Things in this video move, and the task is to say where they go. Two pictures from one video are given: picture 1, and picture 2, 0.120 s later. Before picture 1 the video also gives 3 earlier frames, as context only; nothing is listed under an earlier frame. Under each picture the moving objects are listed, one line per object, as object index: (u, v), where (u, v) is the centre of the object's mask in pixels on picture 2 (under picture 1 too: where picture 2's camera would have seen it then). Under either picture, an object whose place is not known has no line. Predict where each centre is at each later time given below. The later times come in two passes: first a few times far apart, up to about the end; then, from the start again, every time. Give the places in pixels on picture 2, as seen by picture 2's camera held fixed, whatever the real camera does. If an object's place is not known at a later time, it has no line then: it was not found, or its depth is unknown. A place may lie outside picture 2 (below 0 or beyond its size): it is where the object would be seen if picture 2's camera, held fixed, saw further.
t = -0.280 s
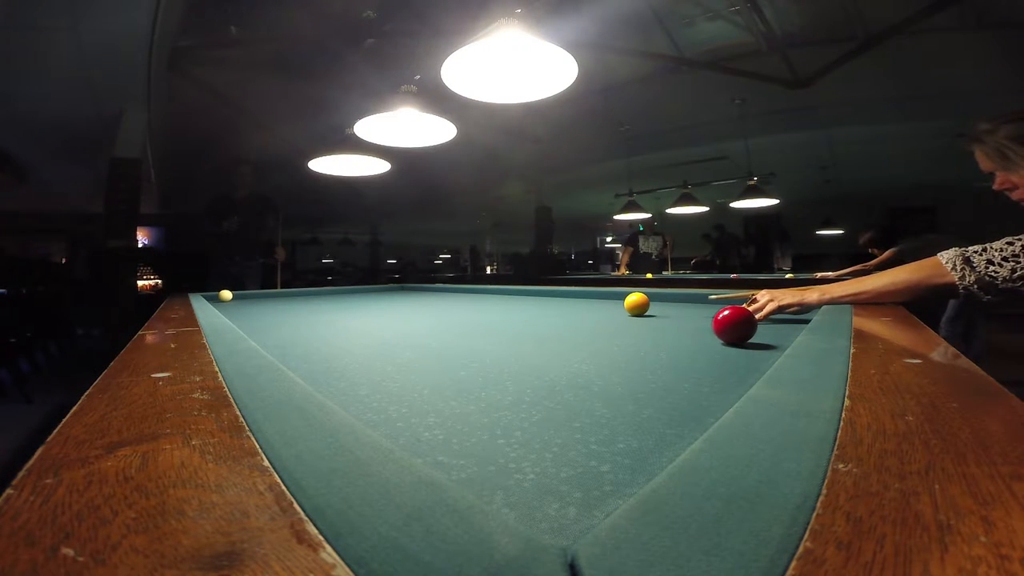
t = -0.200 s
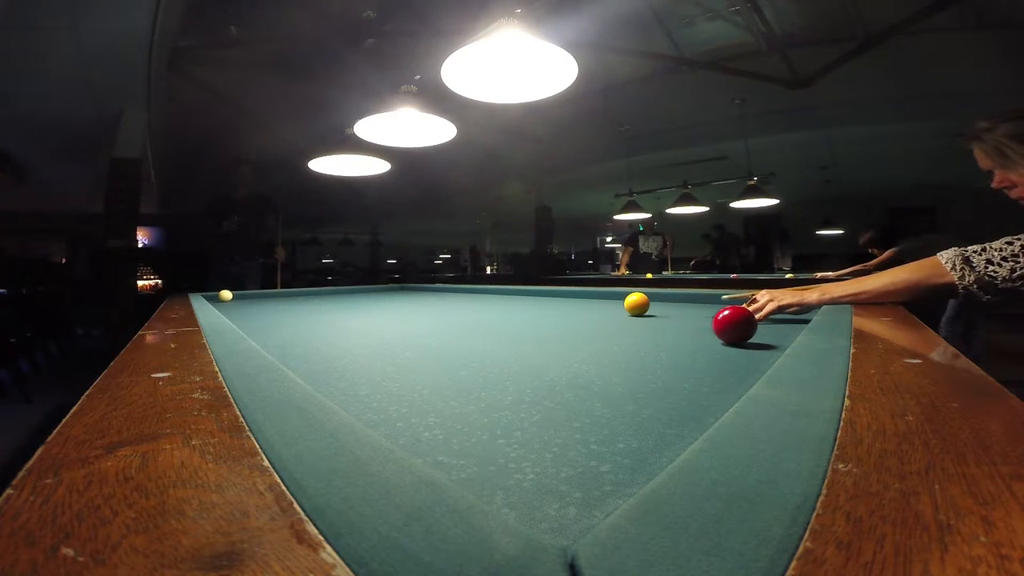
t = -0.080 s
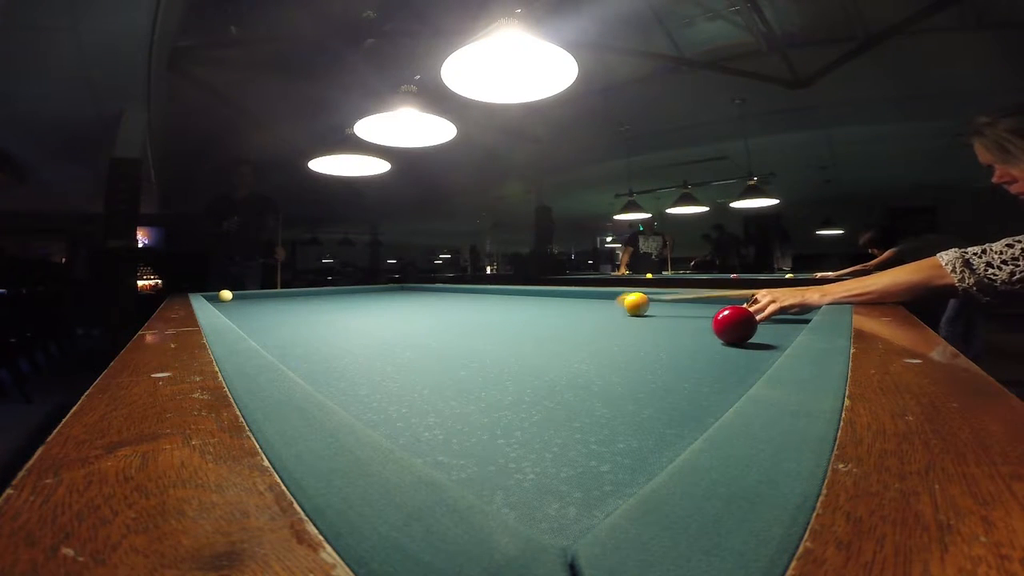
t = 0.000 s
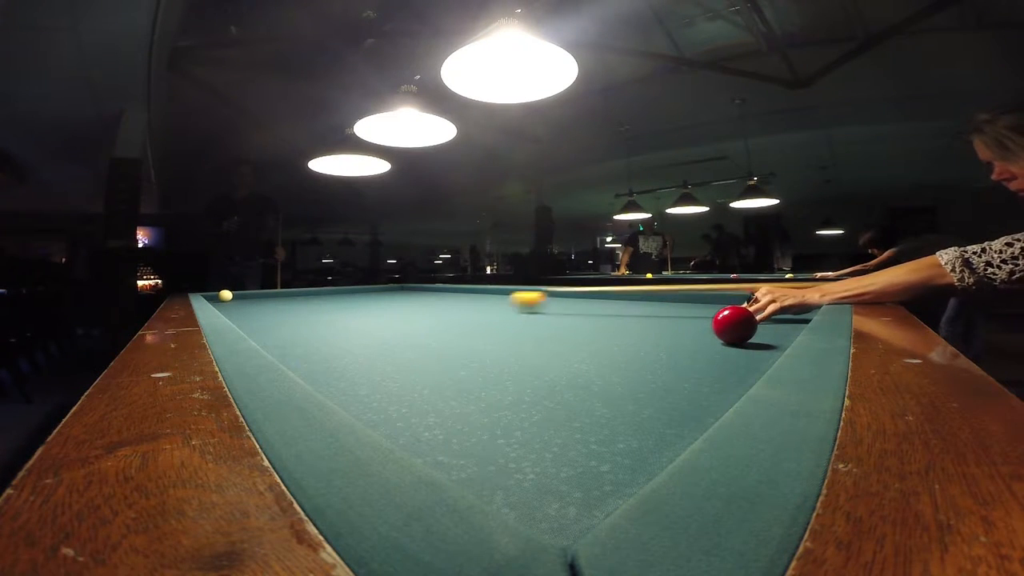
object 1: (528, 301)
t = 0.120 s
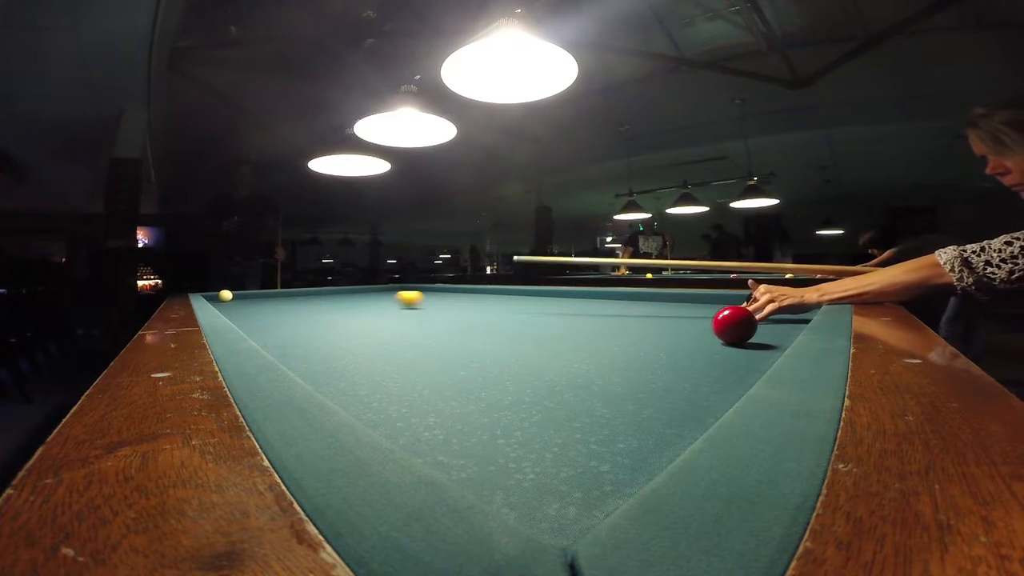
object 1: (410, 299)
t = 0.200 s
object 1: (352, 297)
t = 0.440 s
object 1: (241, 295)
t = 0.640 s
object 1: (274, 294)
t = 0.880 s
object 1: (336, 296)
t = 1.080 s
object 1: (391, 298)
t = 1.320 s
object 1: (476, 300)
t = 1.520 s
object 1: (570, 302)
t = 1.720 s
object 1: (697, 305)
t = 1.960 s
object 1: (761, 304)
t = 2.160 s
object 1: (694, 301)
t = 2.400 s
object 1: (634, 298)
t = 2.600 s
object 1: (596, 296)
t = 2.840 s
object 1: (559, 294)
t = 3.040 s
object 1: (534, 292)
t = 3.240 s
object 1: (514, 291)
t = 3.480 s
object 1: (493, 290)
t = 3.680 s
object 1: (478, 289)
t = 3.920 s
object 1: (463, 288)
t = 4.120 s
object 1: (451, 288)
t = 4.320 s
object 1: (437, 288)
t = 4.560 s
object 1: (423, 287)
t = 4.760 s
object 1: (411, 287)
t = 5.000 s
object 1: (399, 287)
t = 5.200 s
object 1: (391, 287)
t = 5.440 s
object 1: (393, 287)
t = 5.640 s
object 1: (396, 287)
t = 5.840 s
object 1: (398, 287)
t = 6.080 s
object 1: (401, 288)
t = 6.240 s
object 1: (403, 288)
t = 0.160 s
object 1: (379, 298)
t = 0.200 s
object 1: (352, 297)
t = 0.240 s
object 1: (328, 297)
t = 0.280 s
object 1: (307, 296)
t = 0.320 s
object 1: (287, 296)
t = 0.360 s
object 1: (270, 296)
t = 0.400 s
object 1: (255, 295)
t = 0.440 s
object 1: (241, 295)
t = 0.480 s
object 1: (240, 294)
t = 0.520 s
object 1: (245, 294)
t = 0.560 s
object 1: (254, 294)
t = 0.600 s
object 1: (263, 295)
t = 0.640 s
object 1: (274, 294)
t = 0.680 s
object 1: (283, 295)
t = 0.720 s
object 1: (294, 295)
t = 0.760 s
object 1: (304, 295)
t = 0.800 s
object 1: (315, 296)
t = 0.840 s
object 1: (325, 295)
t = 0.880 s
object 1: (336, 296)
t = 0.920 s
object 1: (347, 296)
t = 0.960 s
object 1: (357, 296)
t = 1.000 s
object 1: (368, 297)
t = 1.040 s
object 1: (379, 297)
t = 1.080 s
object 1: (391, 298)
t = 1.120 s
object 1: (404, 298)
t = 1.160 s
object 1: (417, 298)
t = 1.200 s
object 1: (431, 298)
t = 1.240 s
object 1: (445, 299)
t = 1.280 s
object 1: (461, 300)
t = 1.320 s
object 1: (476, 300)
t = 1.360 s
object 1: (493, 300)
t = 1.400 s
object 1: (511, 300)
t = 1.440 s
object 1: (529, 301)
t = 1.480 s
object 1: (549, 302)
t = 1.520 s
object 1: (570, 302)
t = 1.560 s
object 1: (593, 302)
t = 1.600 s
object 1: (617, 302)
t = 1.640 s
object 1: (642, 303)
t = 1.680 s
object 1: (669, 304)
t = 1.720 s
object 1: (697, 305)
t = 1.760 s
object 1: (724, 301)
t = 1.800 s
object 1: (757, 304)
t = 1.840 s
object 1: (787, 306)
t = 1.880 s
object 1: (801, 306)
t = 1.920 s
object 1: (780, 305)
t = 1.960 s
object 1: (761, 304)
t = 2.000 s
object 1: (746, 301)
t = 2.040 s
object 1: (729, 300)
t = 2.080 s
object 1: (716, 301)
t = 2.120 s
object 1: (705, 302)
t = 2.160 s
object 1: (694, 301)
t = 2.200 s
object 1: (683, 301)
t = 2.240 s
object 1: (672, 300)
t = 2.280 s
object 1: (662, 299)
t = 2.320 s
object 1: (653, 299)
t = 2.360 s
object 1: (643, 298)
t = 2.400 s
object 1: (634, 298)
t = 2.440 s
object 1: (626, 297)
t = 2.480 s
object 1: (618, 297)
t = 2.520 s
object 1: (610, 297)
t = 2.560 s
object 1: (603, 296)
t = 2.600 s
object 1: (596, 296)
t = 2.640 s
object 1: (589, 295)
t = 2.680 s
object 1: (583, 295)
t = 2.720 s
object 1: (576, 295)
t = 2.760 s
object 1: (570, 294)
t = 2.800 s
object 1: (565, 294)
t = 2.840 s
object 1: (559, 294)
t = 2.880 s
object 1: (554, 293)
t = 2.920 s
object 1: (549, 293)
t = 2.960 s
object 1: (544, 293)
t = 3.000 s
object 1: (539, 292)
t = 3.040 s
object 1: (534, 292)
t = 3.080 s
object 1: (530, 292)
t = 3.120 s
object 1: (526, 292)
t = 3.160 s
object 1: (521, 292)
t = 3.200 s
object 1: (517, 291)
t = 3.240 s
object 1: (514, 291)
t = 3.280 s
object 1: (510, 291)
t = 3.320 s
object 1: (506, 291)
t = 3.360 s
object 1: (503, 291)
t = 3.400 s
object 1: (500, 290)
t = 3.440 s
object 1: (496, 290)
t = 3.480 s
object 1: (493, 290)
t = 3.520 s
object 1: (490, 290)
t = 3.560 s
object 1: (487, 290)
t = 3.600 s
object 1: (484, 289)
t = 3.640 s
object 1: (481, 290)
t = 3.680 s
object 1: (478, 289)
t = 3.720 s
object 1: (475, 289)
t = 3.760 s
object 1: (473, 289)
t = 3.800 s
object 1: (470, 289)
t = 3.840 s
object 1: (467, 289)
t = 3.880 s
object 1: (465, 288)
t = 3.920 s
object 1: (463, 288)
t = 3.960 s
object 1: (460, 288)
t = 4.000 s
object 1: (458, 288)
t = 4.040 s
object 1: (456, 288)
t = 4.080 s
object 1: (453, 288)
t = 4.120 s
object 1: (451, 288)
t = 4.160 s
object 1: (449, 288)
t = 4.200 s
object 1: (446, 288)
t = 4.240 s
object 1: (443, 288)
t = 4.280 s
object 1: (440, 288)
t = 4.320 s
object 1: (437, 288)
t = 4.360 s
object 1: (435, 288)
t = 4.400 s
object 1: (433, 287)
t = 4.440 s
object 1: (430, 288)
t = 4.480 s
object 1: (427, 288)
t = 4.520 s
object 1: (425, 288)
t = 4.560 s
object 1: (423, 287)
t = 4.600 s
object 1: (420, 287)
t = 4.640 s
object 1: (418, 287)
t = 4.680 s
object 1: (416, 287)
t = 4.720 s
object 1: (413, 287)
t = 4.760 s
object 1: (411, 287)
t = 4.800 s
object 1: (409, 287)
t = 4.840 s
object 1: (407, 287)
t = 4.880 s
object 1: (405, 287)
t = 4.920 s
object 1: (403, 287)
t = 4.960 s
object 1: (401, 287)
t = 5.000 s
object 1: (399, 287)
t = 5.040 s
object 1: (397, 287)
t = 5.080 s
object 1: (395, 287)
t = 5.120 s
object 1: (393, 287)
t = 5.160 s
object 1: (391, 287)
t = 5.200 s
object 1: (391, 287)
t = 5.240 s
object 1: (391, 287)
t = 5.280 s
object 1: (392, 287)
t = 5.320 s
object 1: (392, 287)
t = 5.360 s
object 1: (392, 287)
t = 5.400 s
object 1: (393, 287)
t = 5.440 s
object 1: (393, 287)
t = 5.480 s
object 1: (394, 287)
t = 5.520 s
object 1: (395, 287)
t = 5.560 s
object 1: (395, 287)
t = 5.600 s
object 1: (395, 287)
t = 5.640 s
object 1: (396, 287)
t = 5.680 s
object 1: (396, 287)
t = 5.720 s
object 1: (397, 287)
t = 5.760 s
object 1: (398, 287)
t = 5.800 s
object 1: (398, 287)
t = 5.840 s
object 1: (398, 287)
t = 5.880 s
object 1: (399, 287)
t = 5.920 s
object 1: (400, 288)
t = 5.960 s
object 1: (400, 288)
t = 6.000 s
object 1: (401, 288)
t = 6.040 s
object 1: (401, 288)
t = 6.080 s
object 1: (401, 288)
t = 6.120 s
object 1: (402, 288)
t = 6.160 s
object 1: (402, 288)
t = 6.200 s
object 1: (403, 288)
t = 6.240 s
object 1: (403, 288)
